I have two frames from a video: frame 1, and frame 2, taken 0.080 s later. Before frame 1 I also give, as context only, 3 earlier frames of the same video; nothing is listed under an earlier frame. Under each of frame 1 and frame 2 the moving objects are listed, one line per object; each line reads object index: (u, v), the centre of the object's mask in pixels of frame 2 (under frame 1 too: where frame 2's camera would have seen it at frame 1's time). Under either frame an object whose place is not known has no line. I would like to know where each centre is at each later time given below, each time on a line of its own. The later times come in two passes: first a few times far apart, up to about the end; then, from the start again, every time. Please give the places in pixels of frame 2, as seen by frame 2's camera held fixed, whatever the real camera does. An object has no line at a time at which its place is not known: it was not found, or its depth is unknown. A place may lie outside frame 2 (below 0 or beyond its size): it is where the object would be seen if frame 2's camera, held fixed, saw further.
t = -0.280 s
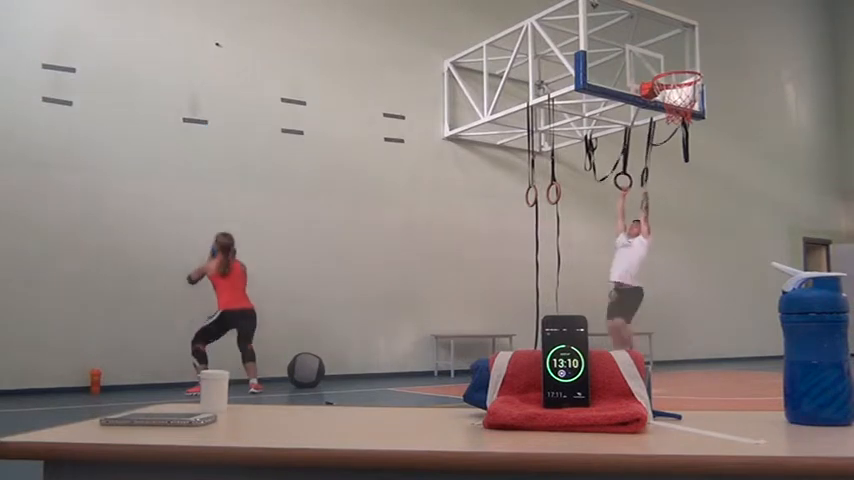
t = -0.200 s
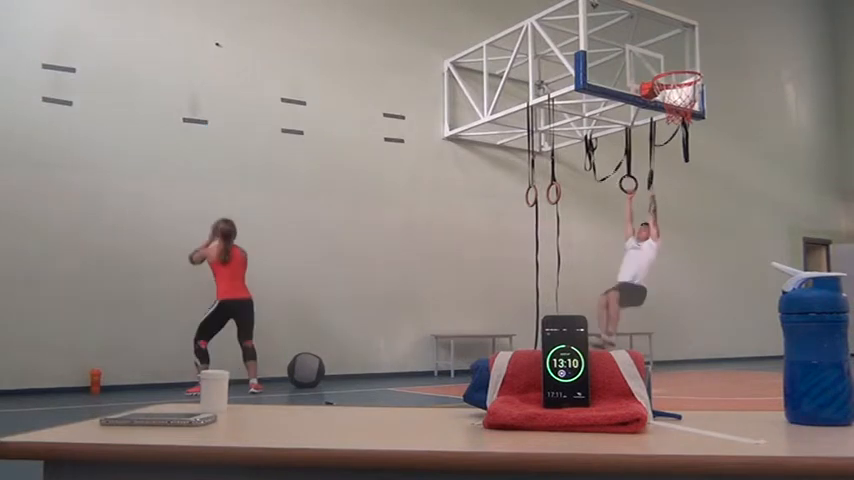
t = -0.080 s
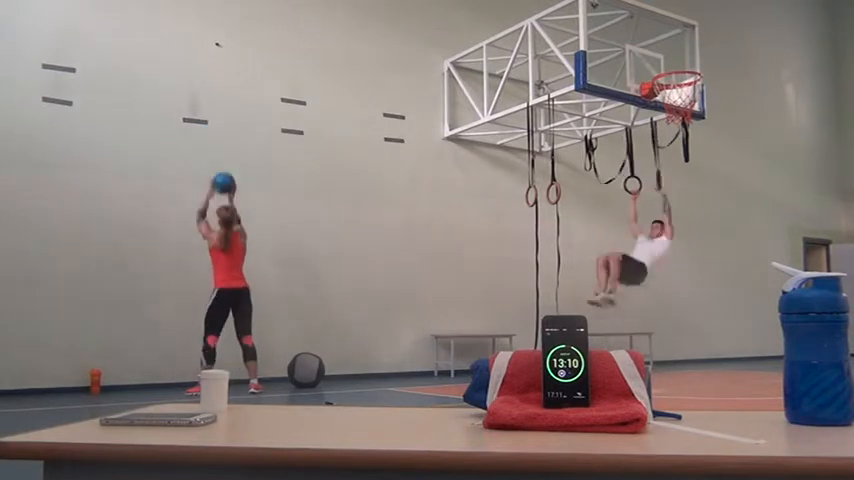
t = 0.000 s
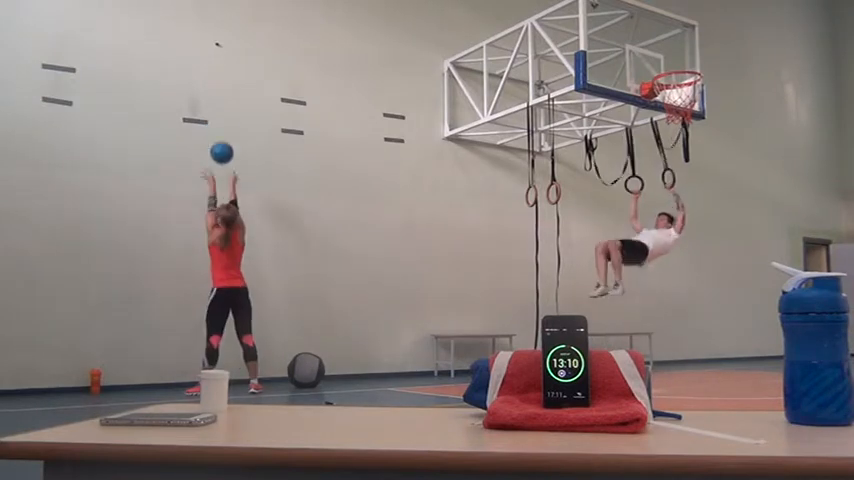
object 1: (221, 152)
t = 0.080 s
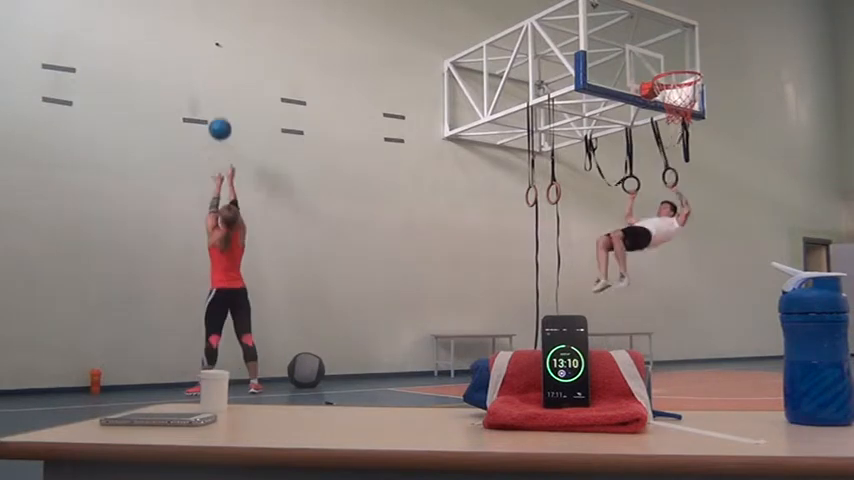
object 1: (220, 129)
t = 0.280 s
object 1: (214, 98)
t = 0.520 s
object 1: (216, 104)
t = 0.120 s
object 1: (219, 119)
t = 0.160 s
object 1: (218, 112)
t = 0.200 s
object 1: (216, 106)
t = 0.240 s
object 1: (215, 101)
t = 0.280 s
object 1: (214, 98)
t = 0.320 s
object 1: (213, 97)
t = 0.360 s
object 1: (212, 97)
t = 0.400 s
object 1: (212, 97)
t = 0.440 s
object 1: (213, 98)
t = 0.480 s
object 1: (214, 100)
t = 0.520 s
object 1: (216, 104)
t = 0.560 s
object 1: (217, 110)
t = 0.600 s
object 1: (218, 117)
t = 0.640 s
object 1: (219, 125)
